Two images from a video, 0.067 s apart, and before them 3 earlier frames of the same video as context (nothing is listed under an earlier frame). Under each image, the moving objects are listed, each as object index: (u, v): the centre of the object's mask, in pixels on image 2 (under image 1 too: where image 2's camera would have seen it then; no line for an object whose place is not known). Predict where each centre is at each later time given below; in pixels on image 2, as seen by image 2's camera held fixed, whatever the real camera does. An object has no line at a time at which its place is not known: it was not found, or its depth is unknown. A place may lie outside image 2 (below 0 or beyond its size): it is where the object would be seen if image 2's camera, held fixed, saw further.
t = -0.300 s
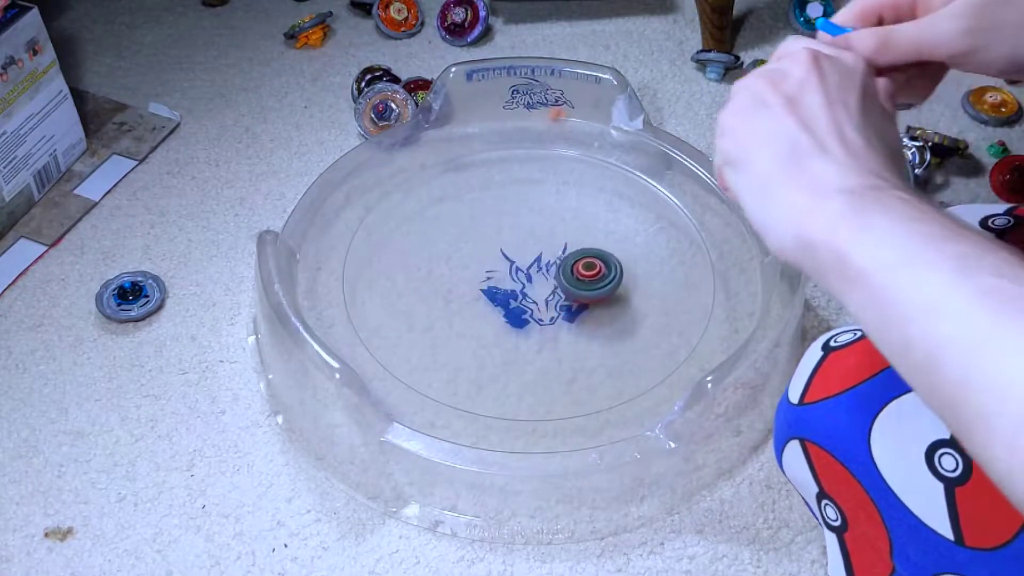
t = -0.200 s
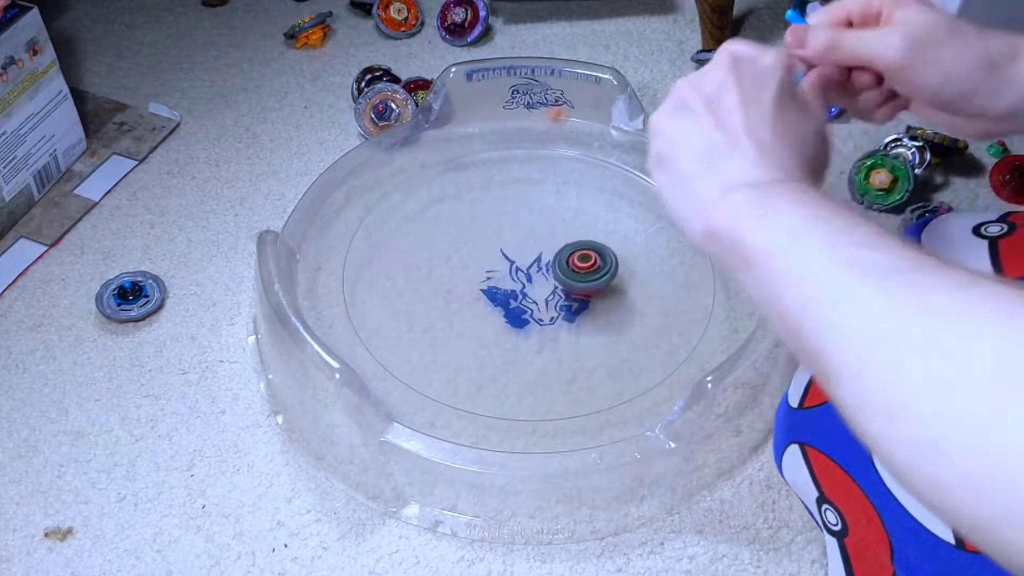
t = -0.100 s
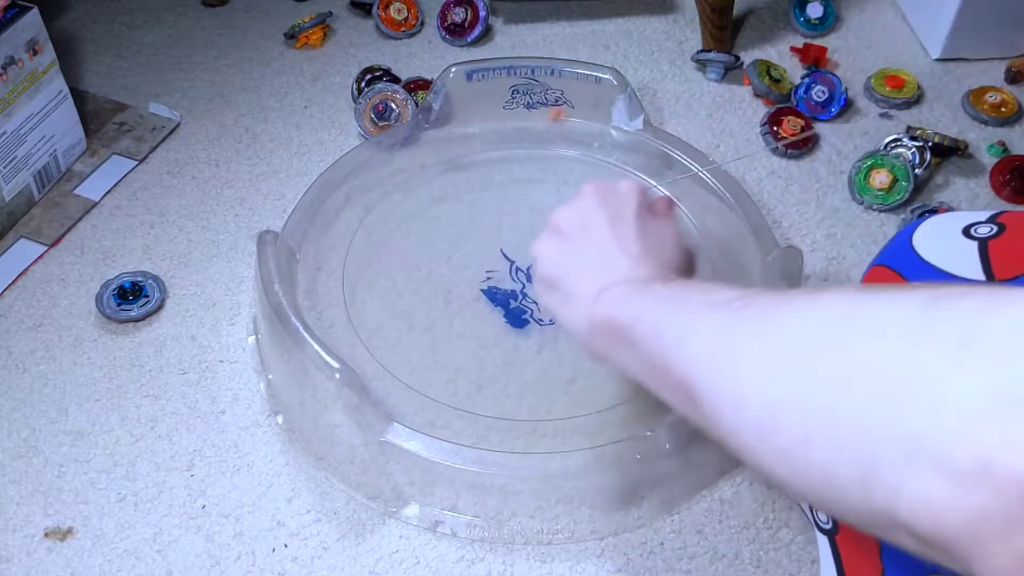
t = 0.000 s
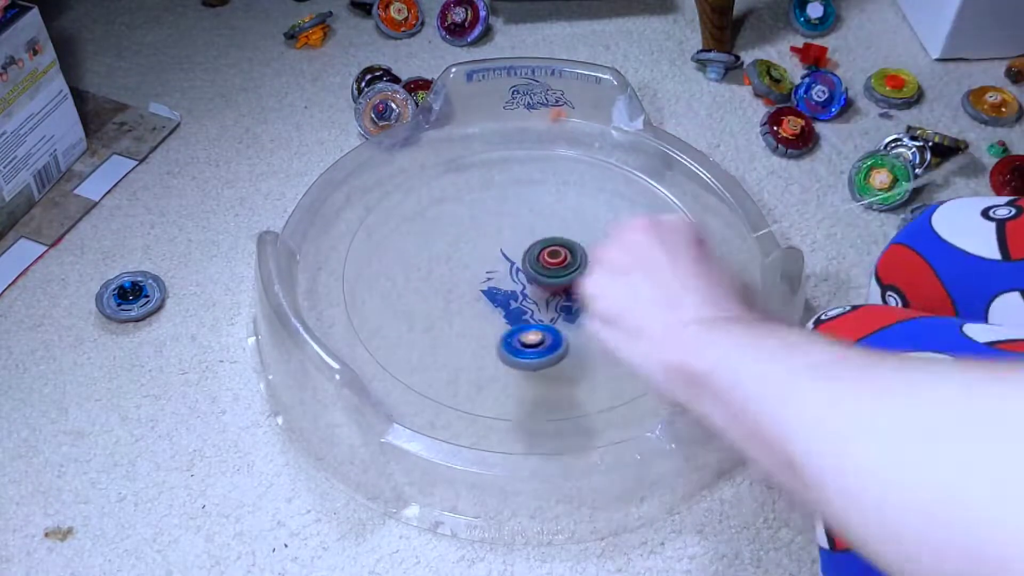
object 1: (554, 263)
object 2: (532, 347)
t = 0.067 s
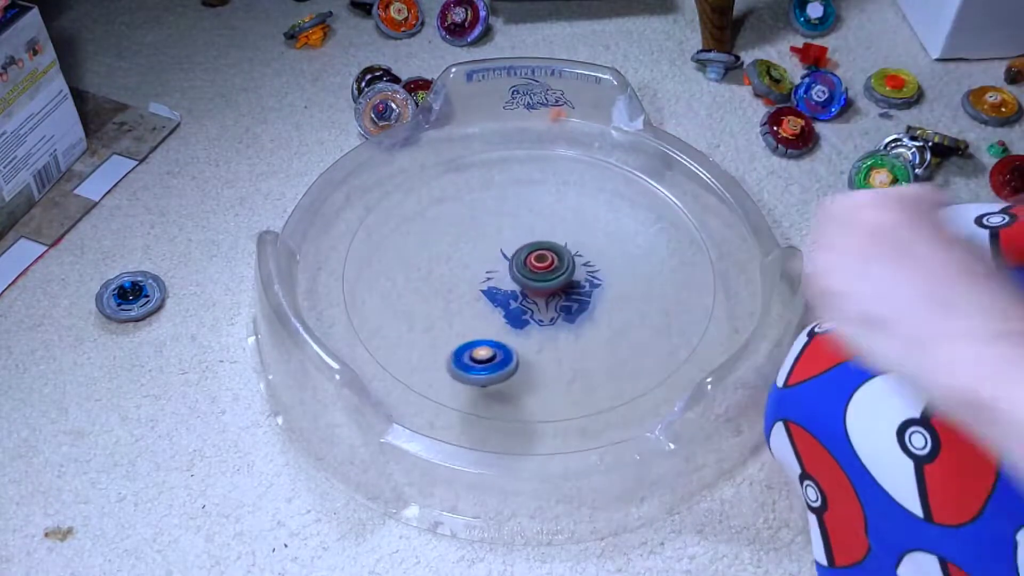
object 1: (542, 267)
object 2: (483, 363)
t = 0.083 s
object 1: (539, 268)
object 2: (476, 362)
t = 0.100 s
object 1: (537, 270)
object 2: (469, 365)
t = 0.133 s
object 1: (532, 273)
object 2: (455, 373)
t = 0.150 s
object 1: (530, 275)
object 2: (448, 378)
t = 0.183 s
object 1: (526, 279)
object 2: (447, 375)
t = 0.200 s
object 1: (525, 280)
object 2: (448, 375)
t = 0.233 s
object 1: (523, 285)
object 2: (451, 380)
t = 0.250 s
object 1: (522, 287)
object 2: (451, 380)
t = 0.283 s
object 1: (521, 290)
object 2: (452, 380)
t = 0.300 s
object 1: (521, 292)
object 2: (451, 380)
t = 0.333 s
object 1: (521, 295)
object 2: (450, 380)
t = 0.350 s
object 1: (522, 297)
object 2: (450, 379)
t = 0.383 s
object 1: (523, 300)
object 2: (447, 379)
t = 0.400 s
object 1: (524, 301)
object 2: (446, 379)
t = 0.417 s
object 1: (526, 303)
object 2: (445, 378)
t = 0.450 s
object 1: (528, 304)
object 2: (442, 377)
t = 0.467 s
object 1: (529, 305)
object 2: (441, 377)
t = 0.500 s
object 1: (531, 307)
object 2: (439, 375)
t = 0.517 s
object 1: (532, 307)
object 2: (436, 374)
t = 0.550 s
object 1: (536, 308)
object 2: (433, 373)
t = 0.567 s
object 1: (537, 308)
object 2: (431, 372)
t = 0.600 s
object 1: (541, 307)
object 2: (426, 369)
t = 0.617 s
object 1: (542, 307)
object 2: (423, 368)
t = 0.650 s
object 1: (545, 305)
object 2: (419, 366)
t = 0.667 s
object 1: (546, 304)
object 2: (418, 365)
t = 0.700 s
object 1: (547, 302)
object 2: (415, 362)
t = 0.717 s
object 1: (548, 300)
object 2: (414, 360)
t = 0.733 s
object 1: (549, 299)
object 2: (413, 358)
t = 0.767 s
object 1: (548, 296)
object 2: (410, 353)
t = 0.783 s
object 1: (549, 294)
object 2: (410, 350)
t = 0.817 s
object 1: (548, 290)
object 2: (409, 345)
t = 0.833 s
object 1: (548, 288)
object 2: (409, 343)
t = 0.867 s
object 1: (545, 283)
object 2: (409, 337)
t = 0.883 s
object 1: (544, 281)
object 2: (409, 334)
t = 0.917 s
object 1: (541, 278)
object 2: (410, 329)
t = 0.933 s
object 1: (539, 276)
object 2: (411, 326)
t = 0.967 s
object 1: (534, 273)
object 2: (414, 322)
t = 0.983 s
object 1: (532, 273)
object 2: (417, 319)
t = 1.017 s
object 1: (528, 271)
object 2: (421, 315)
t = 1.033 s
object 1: (525, 270)
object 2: (424, 312)
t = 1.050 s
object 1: (522, 269)
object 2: (426, 309)
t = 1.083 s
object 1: (517, 267)
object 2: (428, 301)
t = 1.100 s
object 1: (514, 266)
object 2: (428, 296)
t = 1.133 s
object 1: (509, 265)
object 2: (427, 287)
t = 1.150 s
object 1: (507, 265)
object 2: (425, 282)
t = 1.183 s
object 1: (502, 265)
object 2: (421, 273)
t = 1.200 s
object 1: (501, 265)
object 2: (418, 269)
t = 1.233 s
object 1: (497, 266)
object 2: (410, 262)
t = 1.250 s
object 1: (496, 267)
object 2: (405, 259)
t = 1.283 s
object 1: (494, 268)
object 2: (396, 255)
